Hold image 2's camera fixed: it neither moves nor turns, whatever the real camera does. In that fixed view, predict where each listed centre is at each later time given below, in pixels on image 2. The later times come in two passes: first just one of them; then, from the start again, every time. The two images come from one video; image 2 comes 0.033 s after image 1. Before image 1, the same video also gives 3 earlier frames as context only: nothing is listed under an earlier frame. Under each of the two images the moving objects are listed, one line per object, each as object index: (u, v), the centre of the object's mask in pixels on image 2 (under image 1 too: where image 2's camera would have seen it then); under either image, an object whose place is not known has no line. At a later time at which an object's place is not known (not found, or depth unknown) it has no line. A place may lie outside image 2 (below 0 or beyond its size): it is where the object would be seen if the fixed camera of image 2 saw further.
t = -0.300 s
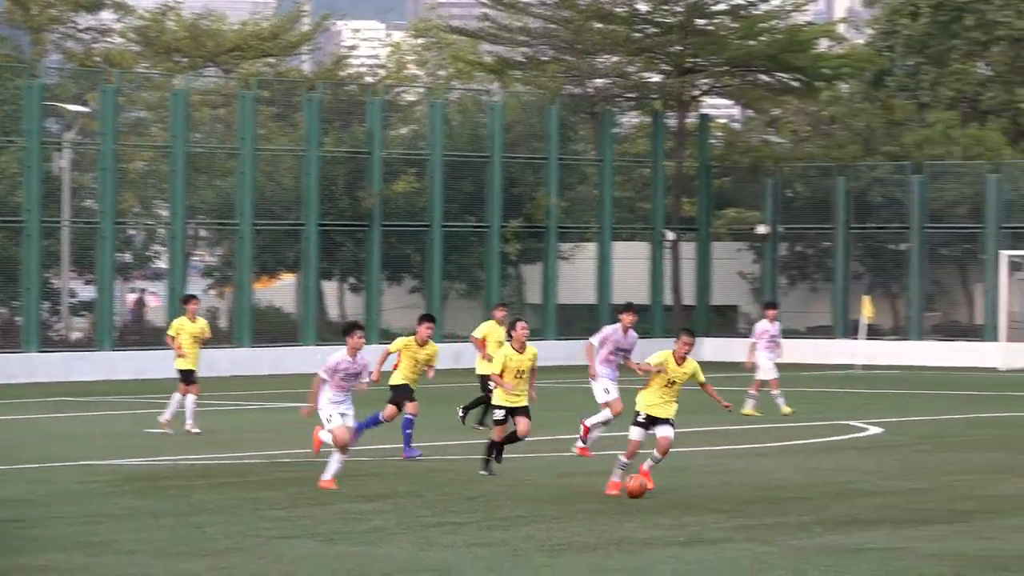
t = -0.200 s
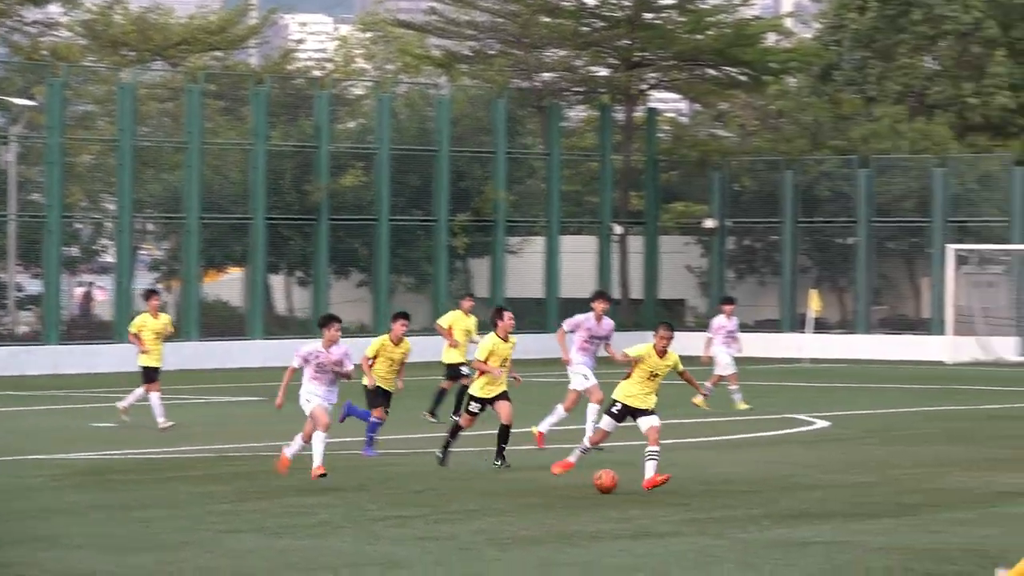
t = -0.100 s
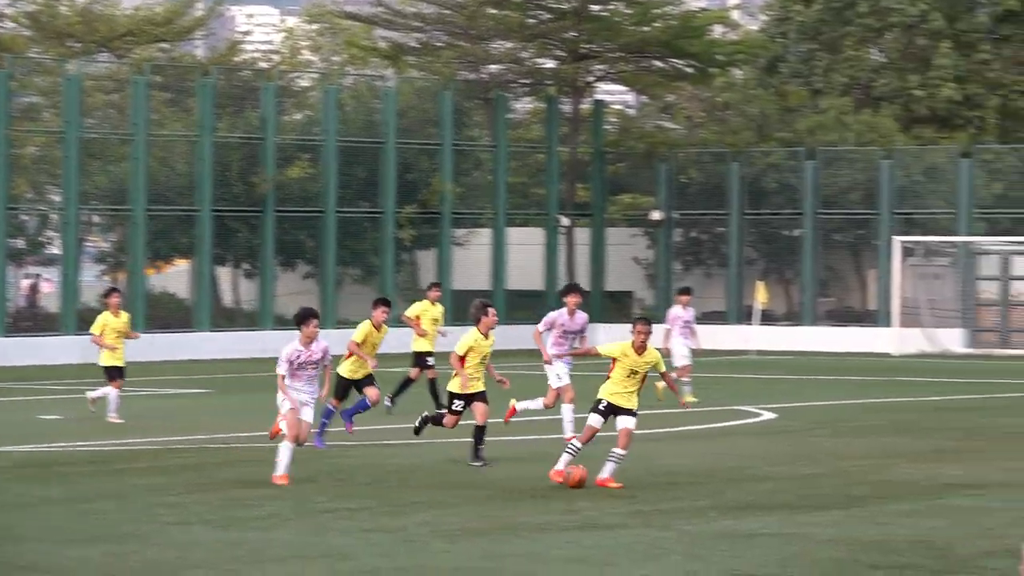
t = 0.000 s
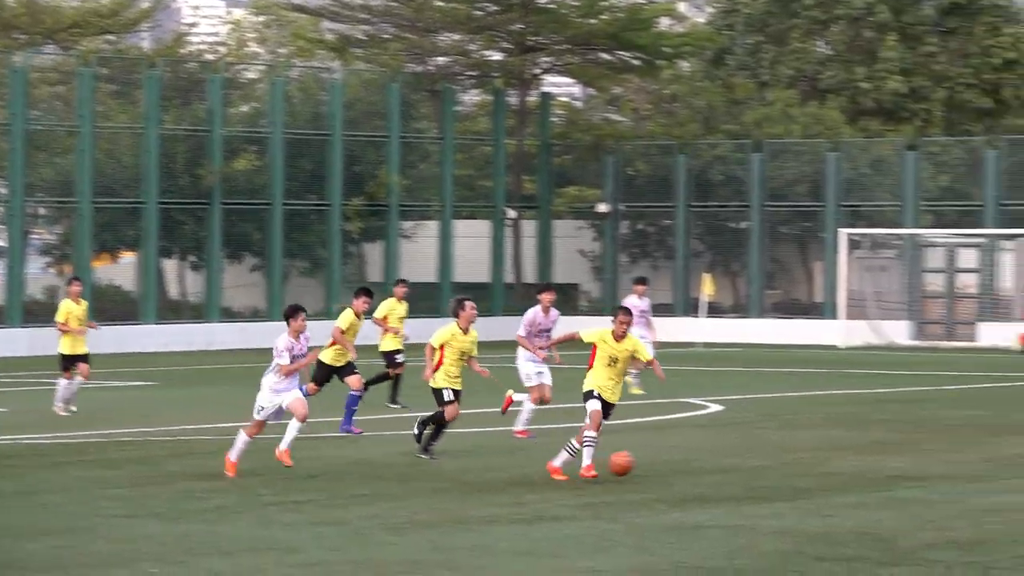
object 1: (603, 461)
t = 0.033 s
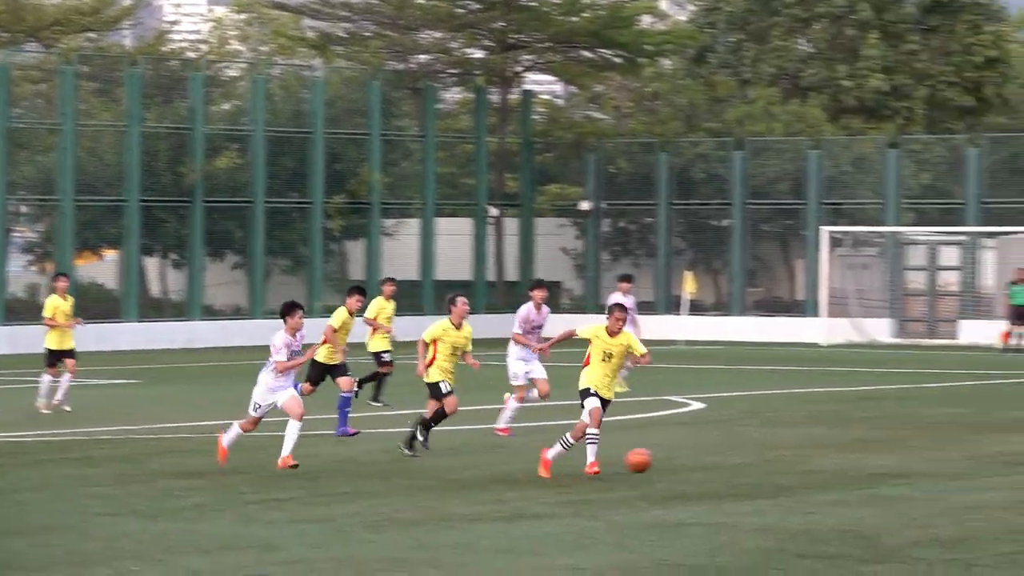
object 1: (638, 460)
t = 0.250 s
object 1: (880, 478)
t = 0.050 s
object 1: (657, 460)
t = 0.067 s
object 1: (675, 460)
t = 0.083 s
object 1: (694, 460)
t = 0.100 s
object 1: (712, 461)
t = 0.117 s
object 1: (731, 462)
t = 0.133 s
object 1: (749, 463)
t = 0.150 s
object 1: (768, 466)
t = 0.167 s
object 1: (787, 467)
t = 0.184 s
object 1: (806, 470)
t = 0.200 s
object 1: (825, 473)
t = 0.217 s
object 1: (844, 476)
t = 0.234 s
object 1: (863, 478)
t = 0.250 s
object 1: (880, 478)
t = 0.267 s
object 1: (896, 476)
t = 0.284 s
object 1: (912, 474)
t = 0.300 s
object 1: (928, 473)
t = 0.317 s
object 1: (945, 471)
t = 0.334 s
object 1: (961, 471)
